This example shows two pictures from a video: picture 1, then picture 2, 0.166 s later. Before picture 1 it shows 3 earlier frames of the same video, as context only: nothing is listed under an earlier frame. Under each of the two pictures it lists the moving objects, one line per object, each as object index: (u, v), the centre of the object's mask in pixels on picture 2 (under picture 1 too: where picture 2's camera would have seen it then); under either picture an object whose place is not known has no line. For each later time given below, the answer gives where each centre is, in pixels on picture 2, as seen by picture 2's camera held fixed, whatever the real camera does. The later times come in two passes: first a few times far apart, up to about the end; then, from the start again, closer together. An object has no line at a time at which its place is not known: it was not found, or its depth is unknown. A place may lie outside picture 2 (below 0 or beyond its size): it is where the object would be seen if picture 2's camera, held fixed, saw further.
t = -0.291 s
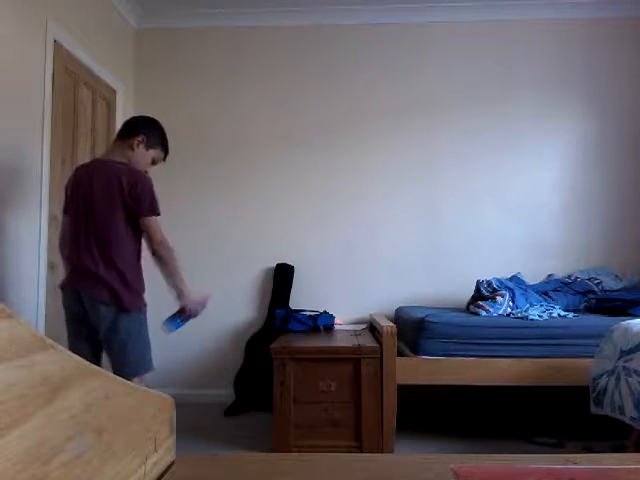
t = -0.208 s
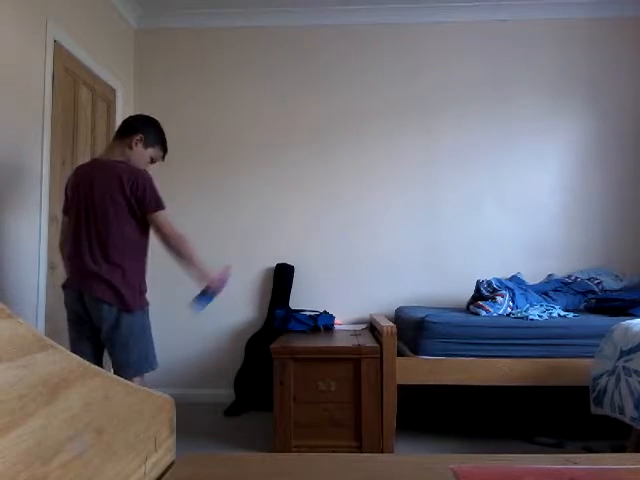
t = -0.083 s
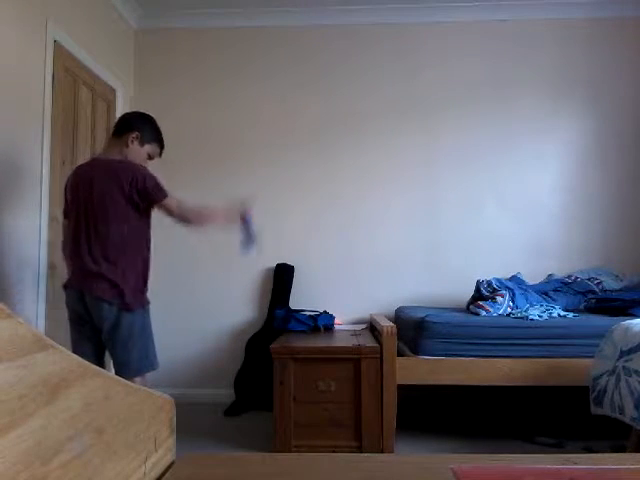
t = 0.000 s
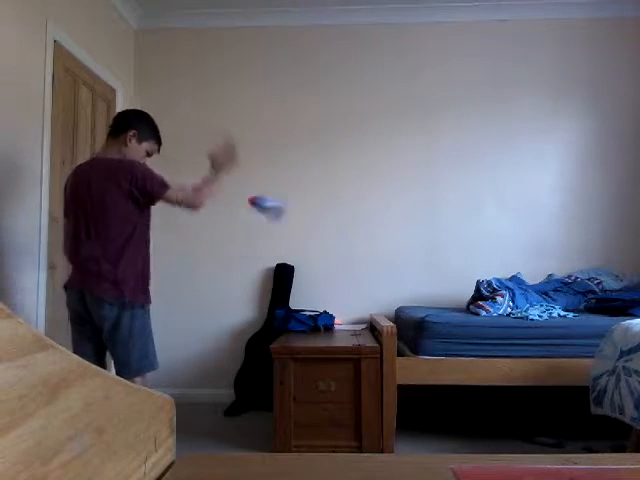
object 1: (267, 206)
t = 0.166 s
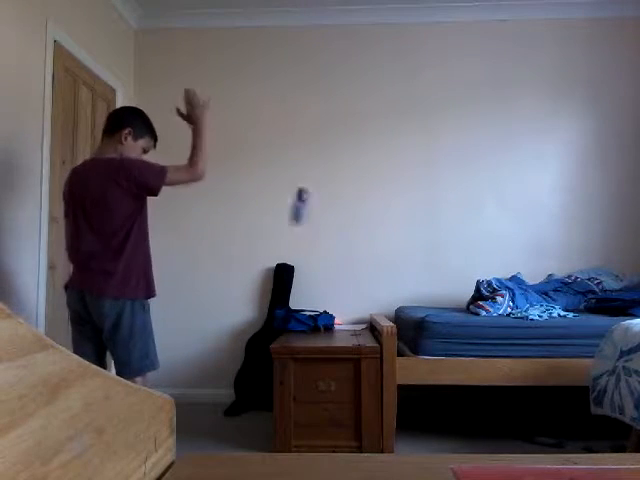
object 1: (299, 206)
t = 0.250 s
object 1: (314, 225)
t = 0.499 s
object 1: (357, 316)
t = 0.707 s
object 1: (347, 299)
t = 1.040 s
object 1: (323, 312)
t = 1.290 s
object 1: (321, 324)
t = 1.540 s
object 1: (315, 326)
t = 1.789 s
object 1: (316, 327)
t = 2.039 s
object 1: (315, 327)
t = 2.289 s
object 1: (315, 327)
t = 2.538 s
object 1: (315, 327)
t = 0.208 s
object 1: (308, 214)
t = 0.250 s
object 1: (314, 225)
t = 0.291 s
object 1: (321, 239)
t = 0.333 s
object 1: (328, 257)
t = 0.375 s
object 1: (335, 276)
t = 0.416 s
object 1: (342, 300)
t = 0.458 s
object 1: (352, 320)
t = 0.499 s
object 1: (357, 316)
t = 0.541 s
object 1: (370, 315)
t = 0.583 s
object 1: (369, 311)
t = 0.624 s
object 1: (361, 303)
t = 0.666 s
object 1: (355, 299)
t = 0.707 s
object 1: (347, 299)
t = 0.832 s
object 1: (335, 306)
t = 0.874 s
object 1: (325, 322)
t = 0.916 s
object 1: (326, 324)
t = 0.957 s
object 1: (328, 319)
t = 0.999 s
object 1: (327, 314)
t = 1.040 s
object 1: (323, 312)
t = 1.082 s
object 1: (322, 315)
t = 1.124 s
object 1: (321, 319)
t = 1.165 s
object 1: (319, 325)
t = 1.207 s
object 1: (319, 325)
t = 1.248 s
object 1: (321, 324)
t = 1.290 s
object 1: (321, 324)
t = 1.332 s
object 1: (318, 326)
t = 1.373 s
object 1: (315, 326)
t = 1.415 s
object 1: (309, 325)
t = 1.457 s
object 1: (315, 326)
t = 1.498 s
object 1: (314, 326)
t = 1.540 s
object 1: (315, 326)
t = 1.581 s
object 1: (315, 326)
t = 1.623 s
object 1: (315, 326)
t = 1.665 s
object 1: (315, 326)
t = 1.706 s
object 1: (315, 326)
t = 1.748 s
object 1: (315, 326)
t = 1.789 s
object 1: (316, 327)
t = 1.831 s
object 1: (315, 327)
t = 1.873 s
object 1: (315, 327)
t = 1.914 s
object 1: (315, 327)
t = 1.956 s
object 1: (315, 327)
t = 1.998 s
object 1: (315, 327)
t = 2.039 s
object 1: (315, 327)
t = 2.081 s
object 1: (315, 327)
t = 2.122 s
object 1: (315, 327)
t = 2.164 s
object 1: (315, 327)
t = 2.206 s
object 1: (315, 327)
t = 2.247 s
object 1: (315, 327)
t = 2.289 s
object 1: (315, 327)
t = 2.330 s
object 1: (315, 327)
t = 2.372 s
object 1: (315, 327)
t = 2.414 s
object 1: (315, 327)
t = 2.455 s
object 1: (315, 327)
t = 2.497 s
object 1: (314, 327)
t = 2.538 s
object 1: (315, 327)
